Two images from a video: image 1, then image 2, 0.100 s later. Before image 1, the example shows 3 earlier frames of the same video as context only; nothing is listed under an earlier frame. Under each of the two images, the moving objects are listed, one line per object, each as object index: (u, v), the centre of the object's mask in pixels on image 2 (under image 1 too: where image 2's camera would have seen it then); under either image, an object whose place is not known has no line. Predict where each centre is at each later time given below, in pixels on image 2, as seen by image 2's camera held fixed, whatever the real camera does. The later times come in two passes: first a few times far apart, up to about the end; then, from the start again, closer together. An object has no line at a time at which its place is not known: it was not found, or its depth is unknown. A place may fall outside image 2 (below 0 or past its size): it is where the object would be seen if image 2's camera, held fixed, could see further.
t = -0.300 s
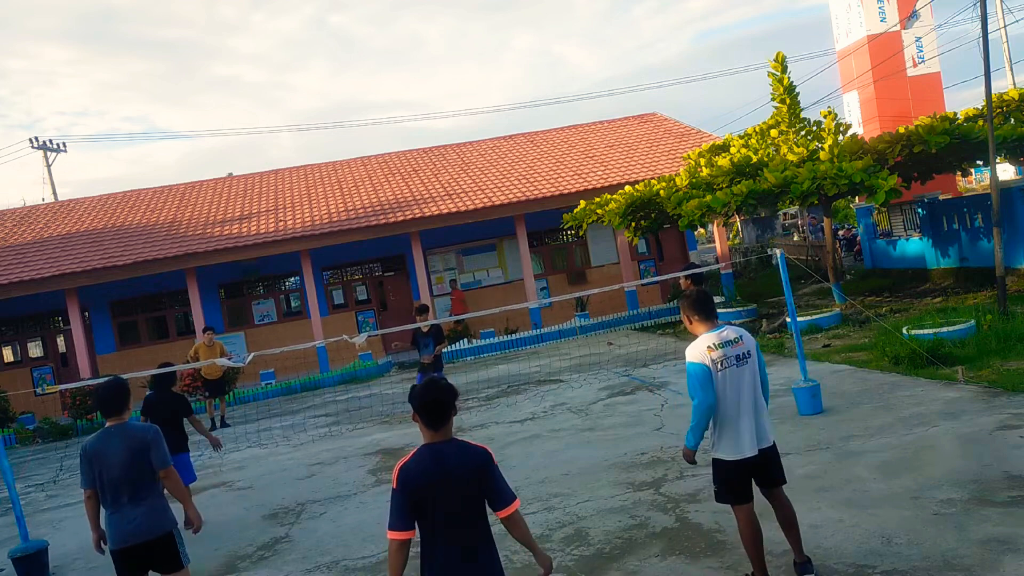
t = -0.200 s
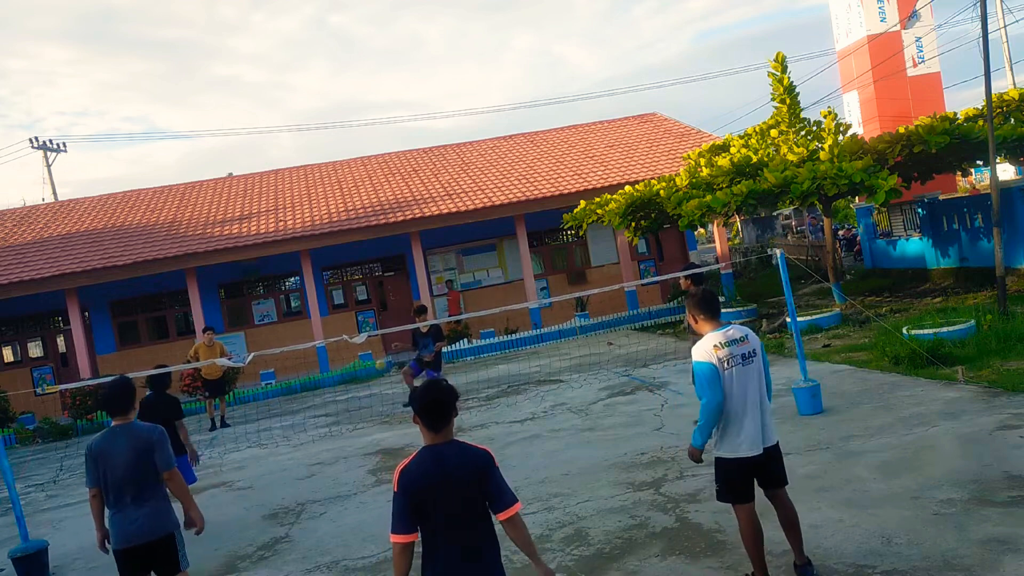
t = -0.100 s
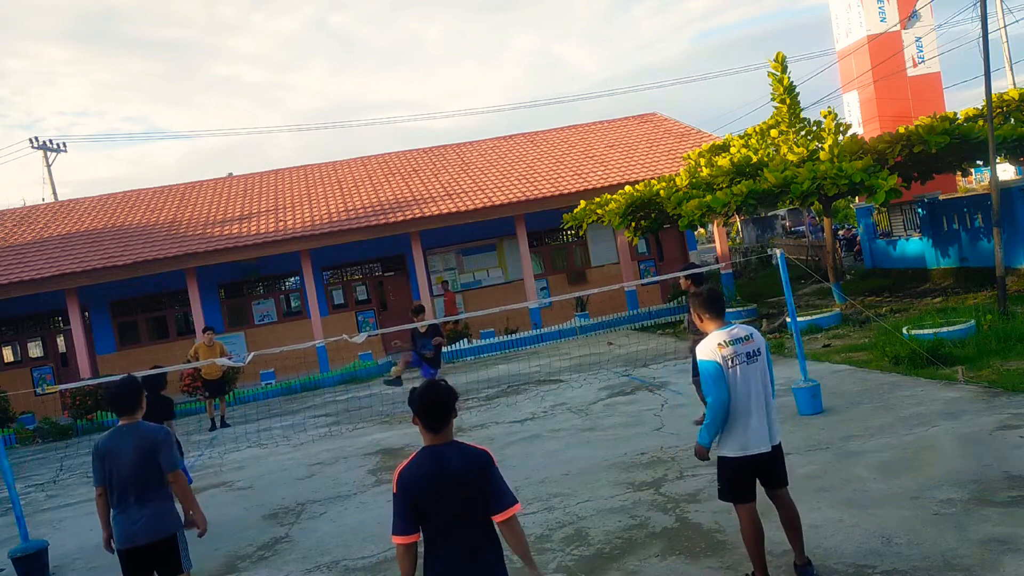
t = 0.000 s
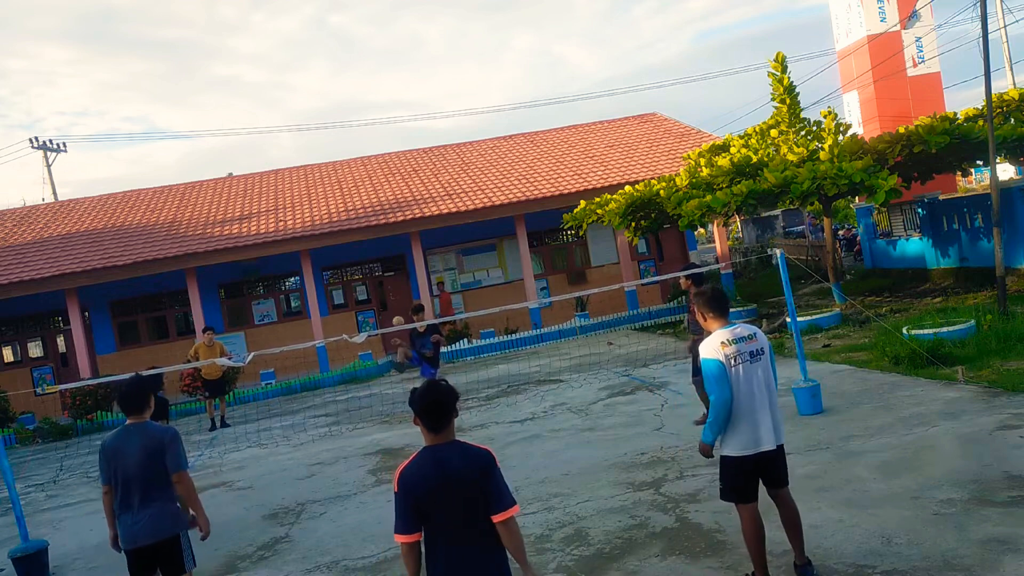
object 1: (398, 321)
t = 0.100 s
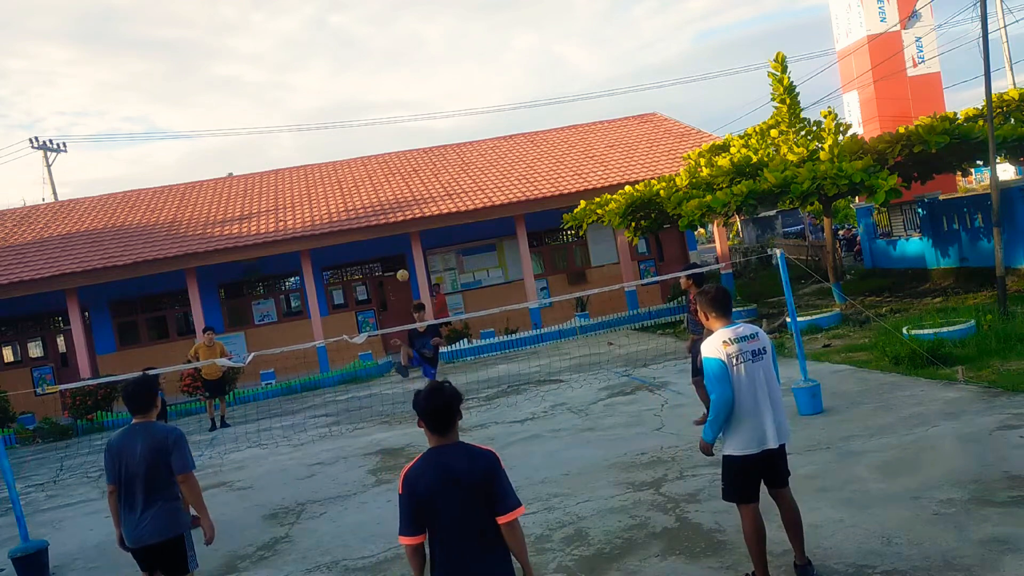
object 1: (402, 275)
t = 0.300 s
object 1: (419, 196)
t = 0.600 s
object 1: (467, 123)
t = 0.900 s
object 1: (565, 147)
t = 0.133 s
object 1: (404, 261)
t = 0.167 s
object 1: (406, 247)
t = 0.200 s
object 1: (409, 233)
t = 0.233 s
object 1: (411, 221)
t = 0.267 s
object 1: (415, 208)
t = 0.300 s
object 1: (419, 196)
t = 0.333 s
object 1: (422, 184)
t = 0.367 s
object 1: (425, 174)
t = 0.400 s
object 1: (431, 164)
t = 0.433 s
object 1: (435, 155)
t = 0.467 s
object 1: (441, 146)
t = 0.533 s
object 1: (452, 133)
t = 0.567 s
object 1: (459, 127)
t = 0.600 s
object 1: (467, 123)
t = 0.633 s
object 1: (475, 119)
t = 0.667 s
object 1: (483, 117)
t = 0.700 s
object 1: (492, 116)
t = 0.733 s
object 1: (503, 117)
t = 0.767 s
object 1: (513, 119)
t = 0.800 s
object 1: (525, 123)
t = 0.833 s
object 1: (538, 129)
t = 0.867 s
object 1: (551, 137)
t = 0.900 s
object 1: (565, 147)
